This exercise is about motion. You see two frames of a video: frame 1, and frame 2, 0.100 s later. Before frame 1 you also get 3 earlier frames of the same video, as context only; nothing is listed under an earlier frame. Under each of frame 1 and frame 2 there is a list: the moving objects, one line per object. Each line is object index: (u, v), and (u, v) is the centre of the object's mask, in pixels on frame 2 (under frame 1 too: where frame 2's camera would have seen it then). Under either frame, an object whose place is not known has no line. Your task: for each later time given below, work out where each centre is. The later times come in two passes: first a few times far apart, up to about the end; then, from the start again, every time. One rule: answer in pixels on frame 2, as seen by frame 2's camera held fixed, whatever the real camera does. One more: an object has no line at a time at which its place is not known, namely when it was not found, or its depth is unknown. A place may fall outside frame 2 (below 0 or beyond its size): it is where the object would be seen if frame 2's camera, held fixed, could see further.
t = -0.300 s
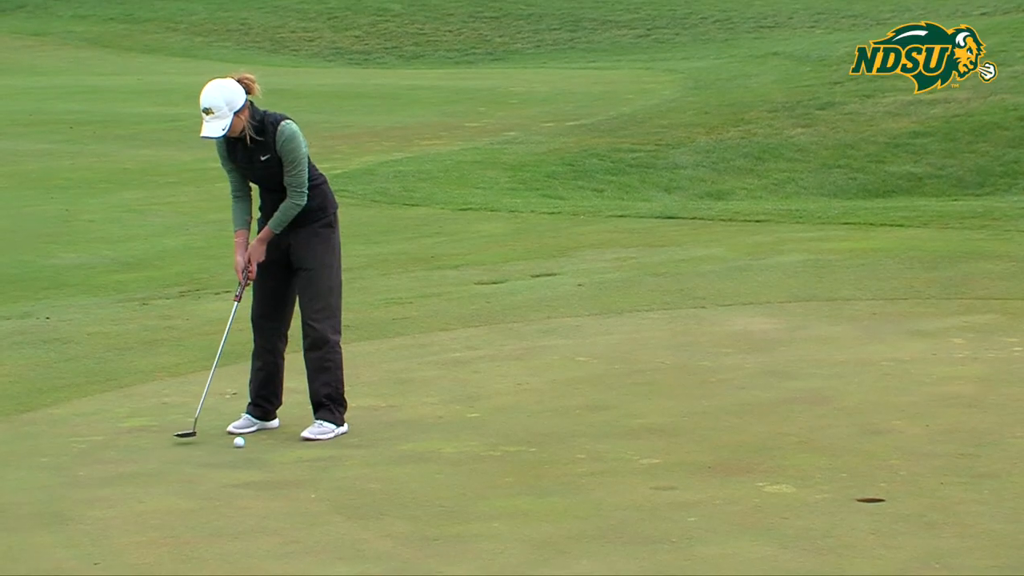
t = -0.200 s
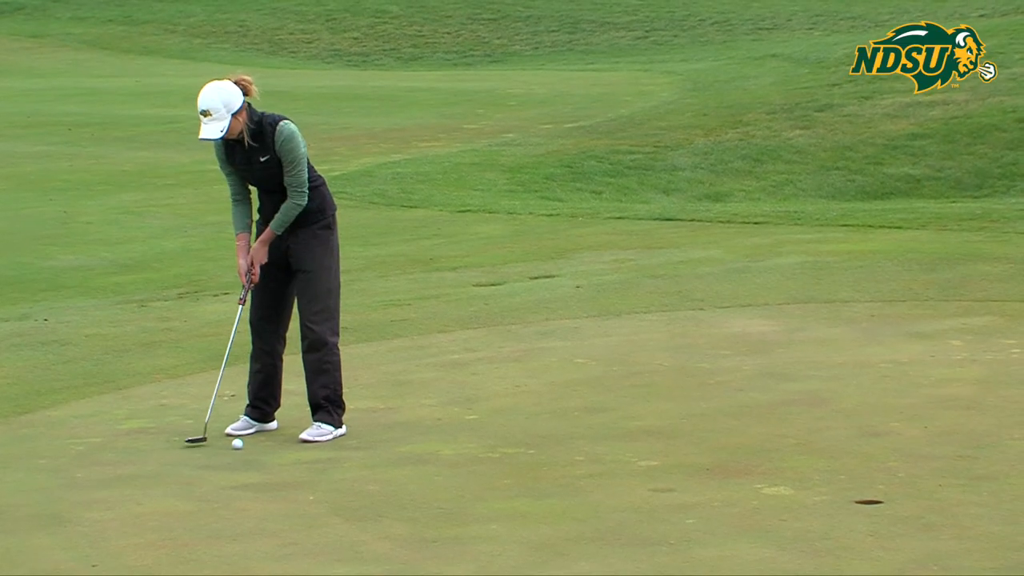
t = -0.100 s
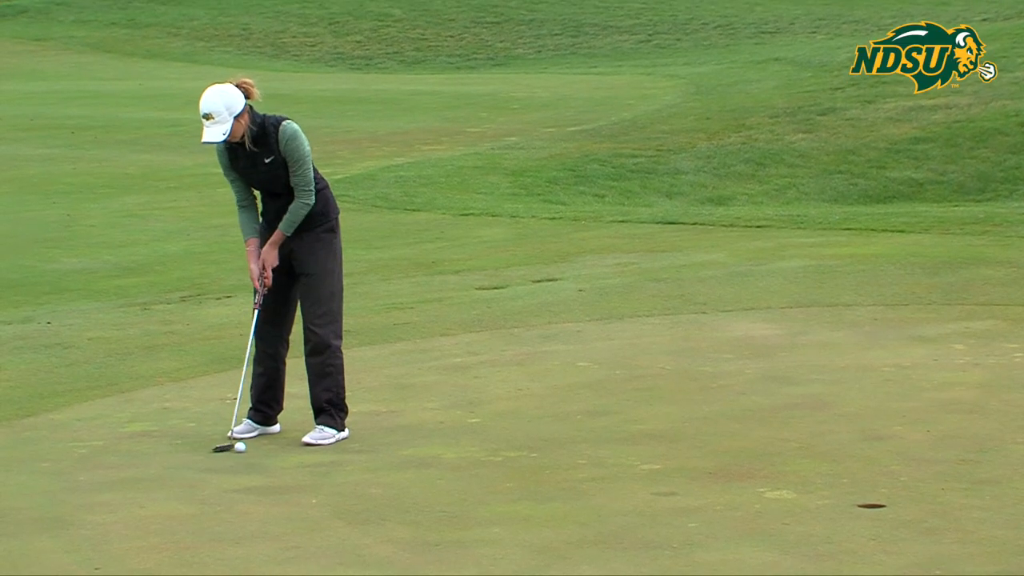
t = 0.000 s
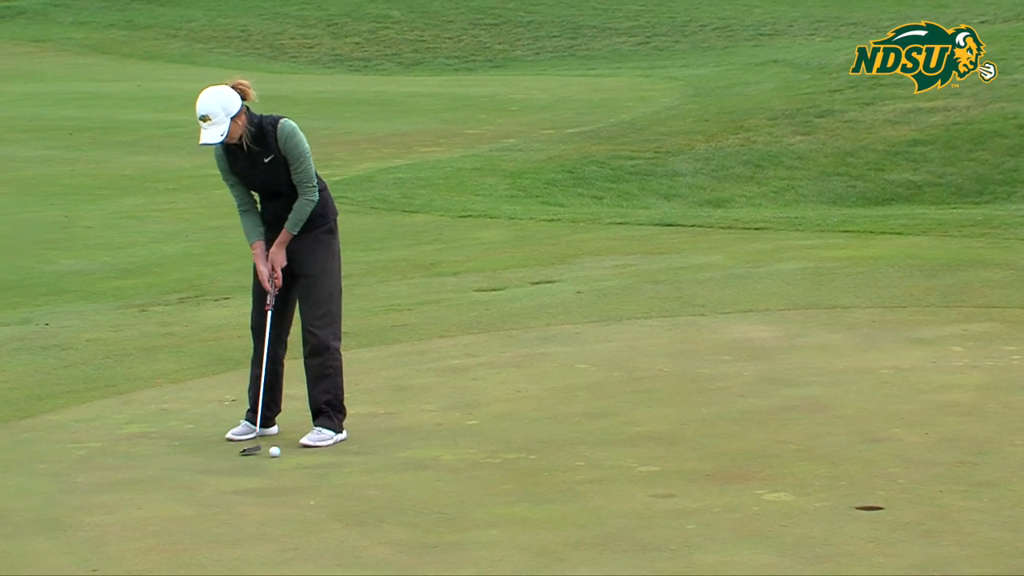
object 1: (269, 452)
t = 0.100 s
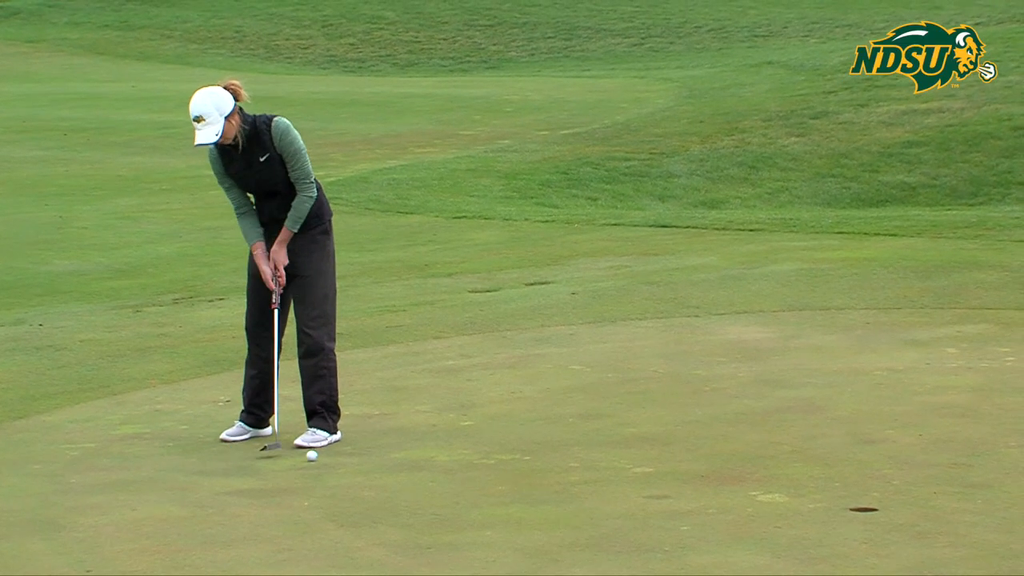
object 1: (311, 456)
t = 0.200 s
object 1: (347, 458)
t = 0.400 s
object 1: (416, 464)
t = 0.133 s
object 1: (324, 456)
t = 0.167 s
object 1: (335, 458)
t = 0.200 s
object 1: (347, 458)
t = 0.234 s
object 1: (358, 460)
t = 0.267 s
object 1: (370, 460)
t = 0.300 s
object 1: (382, 461)
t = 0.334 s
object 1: (393, 462)
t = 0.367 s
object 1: (405, 463)
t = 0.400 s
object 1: (416, 464)
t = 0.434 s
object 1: (427, 465)
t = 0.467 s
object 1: (438, 466)
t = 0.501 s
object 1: (450, 467)
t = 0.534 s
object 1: (461, 468)
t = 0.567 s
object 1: (472, 469)
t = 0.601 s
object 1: (483, 470)
